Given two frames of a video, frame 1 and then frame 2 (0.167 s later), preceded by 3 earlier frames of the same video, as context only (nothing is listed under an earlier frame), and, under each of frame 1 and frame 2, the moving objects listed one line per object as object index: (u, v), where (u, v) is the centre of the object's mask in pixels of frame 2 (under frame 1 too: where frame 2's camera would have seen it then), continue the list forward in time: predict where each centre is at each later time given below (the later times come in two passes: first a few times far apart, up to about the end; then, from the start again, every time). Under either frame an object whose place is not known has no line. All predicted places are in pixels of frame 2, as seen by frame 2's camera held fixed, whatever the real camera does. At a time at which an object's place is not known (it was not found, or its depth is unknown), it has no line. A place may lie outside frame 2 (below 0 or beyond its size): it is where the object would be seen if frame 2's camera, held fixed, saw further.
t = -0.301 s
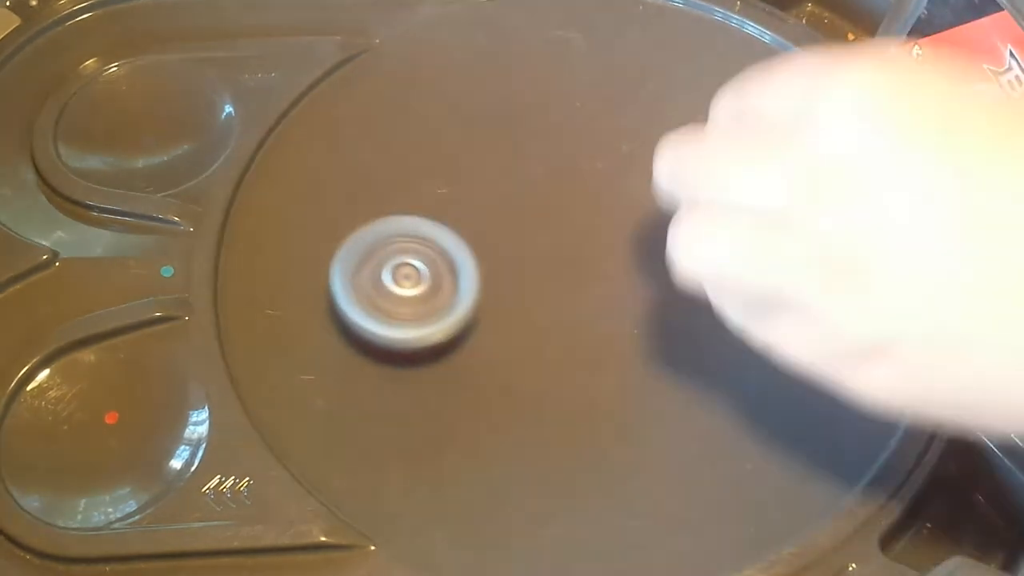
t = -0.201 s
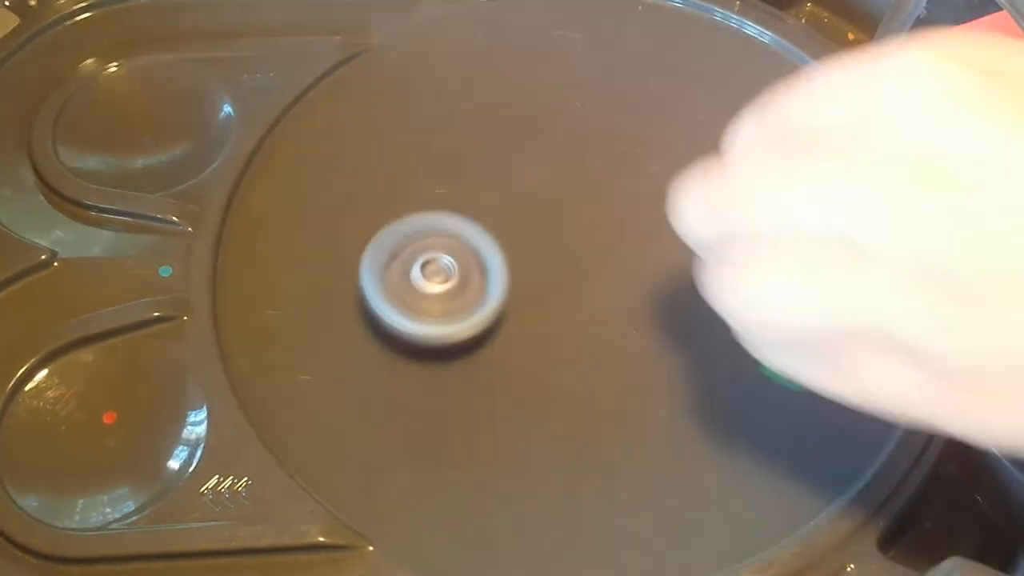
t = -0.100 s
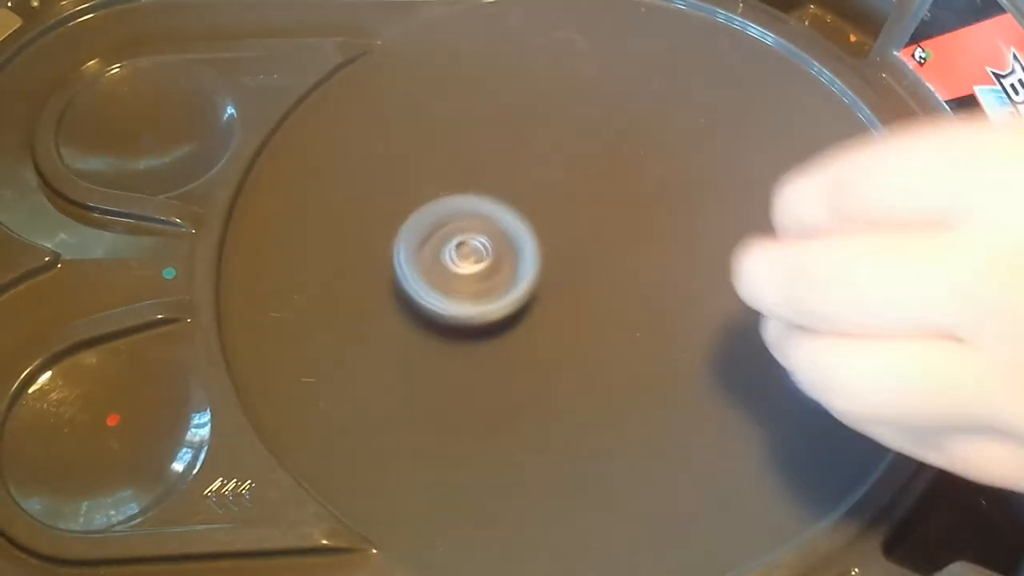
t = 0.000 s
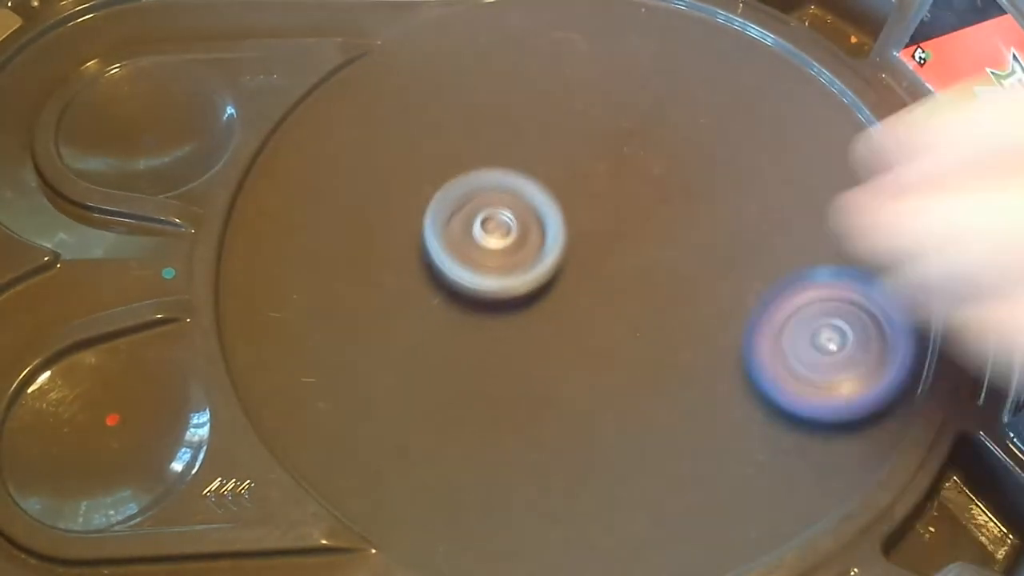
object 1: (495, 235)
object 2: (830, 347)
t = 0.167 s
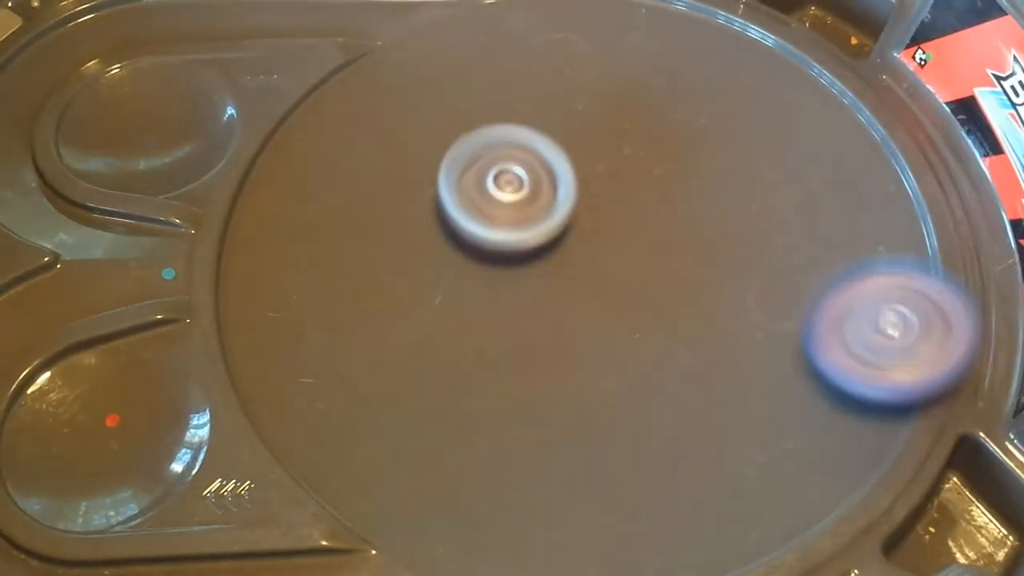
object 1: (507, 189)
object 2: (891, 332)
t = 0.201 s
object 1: (509, 184)
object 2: (885, 324)
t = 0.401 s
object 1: (524, 164)
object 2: (748, 306)
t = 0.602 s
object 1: (540, 159)
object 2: (560, 421)
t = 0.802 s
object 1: (561, 169)
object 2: (596, 520)
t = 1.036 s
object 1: (595, 188)
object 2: (619, 392)
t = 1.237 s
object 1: (626, 203)
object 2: (390, 271)
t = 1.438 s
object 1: (656, 228)
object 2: (275, 350)
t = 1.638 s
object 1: (667, 244)
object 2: (465, 337)
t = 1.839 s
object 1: (720, 262)
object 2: (453, 139)
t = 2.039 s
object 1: (745, 252)
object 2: (295, 114)
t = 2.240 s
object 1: (700, 246)
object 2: (399, 250)
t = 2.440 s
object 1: (768, 278)
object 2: (529, 178)
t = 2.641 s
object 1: (805, 258)
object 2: (467, 101)
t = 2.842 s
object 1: (759, 240)
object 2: (438, 179)
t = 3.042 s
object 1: (780, 281)
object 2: (495, 213)
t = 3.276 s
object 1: (876, 297)
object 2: (362, 220)
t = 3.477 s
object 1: (834, 289)
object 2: (432, 291)
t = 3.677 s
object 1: (729, 297)
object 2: (573, 242)
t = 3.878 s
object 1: (815, 400)
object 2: (482, 65)
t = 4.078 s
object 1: (798, 407)
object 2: (370, 77)
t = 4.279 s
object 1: (704, 375)
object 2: (451, 233)
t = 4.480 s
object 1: (692, 463)
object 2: (585, 154)
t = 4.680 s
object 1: (675, 457)
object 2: (528, 40)
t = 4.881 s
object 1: (618, 396)
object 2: (455, 79)
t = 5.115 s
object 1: (545, 364)
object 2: (568, 207)
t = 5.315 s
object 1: (516, 331)
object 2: (692, 183)
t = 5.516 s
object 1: (499, 278)
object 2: (713, 160)
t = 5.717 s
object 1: (496, 218)
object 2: (658, 201)
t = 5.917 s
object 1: (469, 164)
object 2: (673, 309)
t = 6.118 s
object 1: (466, 136)
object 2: (704, 361)
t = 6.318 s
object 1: (489, 142)
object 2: (665, 345)
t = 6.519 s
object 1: (530, 174)
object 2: (541, 313)
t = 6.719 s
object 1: (589, 197)
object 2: (412, 353)
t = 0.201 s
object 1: (509, 184)
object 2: (885, 324)
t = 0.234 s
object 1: (513, 180)
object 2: (879, 314)
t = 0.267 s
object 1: (516, 176)
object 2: (866, 308)
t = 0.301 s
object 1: (518, 172)
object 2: (844, 302)
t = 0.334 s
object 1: (520, 169)
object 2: (814, 300)
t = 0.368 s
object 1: (522, 166)
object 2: (782, 301)
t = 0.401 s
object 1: (524, 164)
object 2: (748, 306)
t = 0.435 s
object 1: (526, 161)
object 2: (712, 315)
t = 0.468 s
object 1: (528, 160)
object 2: (676, 329)
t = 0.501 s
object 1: (530, 160)
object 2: (640, 347)
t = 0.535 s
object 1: (533, 159)
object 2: (608, 369)
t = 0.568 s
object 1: (536, 158)
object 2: (580, 394)
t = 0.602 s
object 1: (540, 159)
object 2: (560, 421)
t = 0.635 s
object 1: (542, 160)
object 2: (545, 449)
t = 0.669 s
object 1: (546, 162)
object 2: (541, 477)
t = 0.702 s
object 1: (550, 163)
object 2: (547, 497)
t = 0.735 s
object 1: (554, 164)
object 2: (559, 509)
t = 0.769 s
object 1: (557, 166)
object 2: (575, 517)
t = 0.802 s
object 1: (561, 169)
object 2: (596, 520)
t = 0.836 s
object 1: (565, 171)
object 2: (616, 519)
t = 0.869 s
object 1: (570, 173)
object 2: (632, 513)
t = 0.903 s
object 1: (574, 176)
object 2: (644, 503)
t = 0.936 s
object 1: (579, 179)
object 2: (649, 481)
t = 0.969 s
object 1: (584, 182)
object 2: (645, 452)
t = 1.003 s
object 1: (589, 185)
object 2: (637, 424)
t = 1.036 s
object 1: (595, 188)
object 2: (619, 392)
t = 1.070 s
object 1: (600, 190)
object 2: (595, 363)
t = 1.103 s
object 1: (605, 193)
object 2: (564, 336)
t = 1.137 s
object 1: (611, 195)
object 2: (527, 312)
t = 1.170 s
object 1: (616, 198)
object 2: (485, 293)
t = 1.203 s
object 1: (621, 201)
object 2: (439, 278)
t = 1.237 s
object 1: (626, 203)
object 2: (390, 271)
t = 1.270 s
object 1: (631, 206)
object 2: (345, 270)
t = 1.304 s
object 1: (637, 210)
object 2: (303, 276)
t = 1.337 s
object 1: (643, 213)
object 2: (266, 292)
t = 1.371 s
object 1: (649, 218)
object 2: (244, 311)
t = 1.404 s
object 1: (654, 223)
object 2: (250, 329)
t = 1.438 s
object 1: (656, 228)
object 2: (275, 350)
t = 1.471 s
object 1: (658, 231)
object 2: (299, 364)
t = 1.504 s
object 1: (660, 234)
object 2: (327, 371)
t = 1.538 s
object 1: (662, 236)
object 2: (358, 374)
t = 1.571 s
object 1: (664, 239)
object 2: (396, 369)
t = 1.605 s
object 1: (665, 241)
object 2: (431, 356)
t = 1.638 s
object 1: (667, 244)
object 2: (465, 337)
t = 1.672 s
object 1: (668, 247)
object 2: (494, 311)
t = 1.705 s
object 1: (669, 250)
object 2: (513, 279)
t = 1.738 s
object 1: (683, 255)
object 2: (511, 242)
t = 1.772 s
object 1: (699, 259)
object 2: (497, 205)
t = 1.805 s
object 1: (710, 262)
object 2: (479, 171)
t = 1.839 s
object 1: (720, 262)
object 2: (453, 139)
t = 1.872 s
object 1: (728, 262)
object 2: (424, 114)
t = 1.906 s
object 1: (735, 261)
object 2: (393, 98)
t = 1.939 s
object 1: (740, 259)
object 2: (358, 87)
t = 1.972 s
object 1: (743, 257)
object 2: (325, 84)
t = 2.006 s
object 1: (745, 254)
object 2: (305, 94)
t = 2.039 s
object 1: (745, 252)
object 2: (295, 114)
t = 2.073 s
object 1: (742, 249)
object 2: (289, 135)
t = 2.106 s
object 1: (737, 247)
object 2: (292, 157)
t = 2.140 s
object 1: (730, 245)
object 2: (305, 184)
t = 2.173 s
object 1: (721, 244)
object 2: (324, 207)
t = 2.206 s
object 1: (711, 244)
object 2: (359, 233)
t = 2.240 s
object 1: (700, 246)
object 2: (399, 250)
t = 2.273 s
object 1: (688, 248)
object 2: (448, 261)
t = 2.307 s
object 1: (676, 251)
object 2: (496, 261)
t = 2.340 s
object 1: (690, 259)
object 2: (521, 245)
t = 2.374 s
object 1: (726, 271)
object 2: (523, 221)
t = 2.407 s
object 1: (753, 277)
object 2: (527, 200)
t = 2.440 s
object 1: (768, 278)
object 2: (529, 178)
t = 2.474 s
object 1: (779, 277)
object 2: (526, 158)
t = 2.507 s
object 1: (788, 274)
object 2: (520, 140)
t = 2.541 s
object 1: (796, 270)
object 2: (510, 123)
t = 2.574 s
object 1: (800, 266)
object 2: (498, 112)
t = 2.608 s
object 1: (804, 262)
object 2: (483, 104)
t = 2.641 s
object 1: (805, 258)
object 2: (467, 101)
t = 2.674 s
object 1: (804, 254)
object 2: (451, 103)
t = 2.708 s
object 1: (801, 250)
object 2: (437, 110)
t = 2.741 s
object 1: (794, 247)
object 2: (427, 124)
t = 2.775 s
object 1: (785, 243)
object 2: (424, 141)
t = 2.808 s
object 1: (773, 241)
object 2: (428, 159)
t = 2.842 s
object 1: (759, 240)
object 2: (438, 179)
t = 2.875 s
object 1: (744, 239)
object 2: (454, 198)
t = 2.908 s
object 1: (728, 240)
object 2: (477, 215)
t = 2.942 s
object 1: (711, 242)
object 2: (502, 228)
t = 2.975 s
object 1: (699, 246)
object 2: (529, 236)
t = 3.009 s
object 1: (730, 262)
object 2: (521, 226)
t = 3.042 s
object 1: (780, 281)
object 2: (495, 213)
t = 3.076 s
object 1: (815, 295)
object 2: (470, 202)
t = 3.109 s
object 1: (834, 301)
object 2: (447, 196)
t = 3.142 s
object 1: (849, 302)
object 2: (425, 193)
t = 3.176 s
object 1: (860, 302)
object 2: (403, 194)
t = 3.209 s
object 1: (867, 301)
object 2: (386, 199)
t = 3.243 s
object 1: (873, 299)
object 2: (372, 209)
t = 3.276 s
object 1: (876, 297)
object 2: (362, 220)
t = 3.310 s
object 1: (876, 296)
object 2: (360, 234)
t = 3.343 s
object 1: (874, 294)
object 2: (363, 248)
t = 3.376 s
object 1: (869, 292)
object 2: (373, 261)
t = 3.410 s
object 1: (861, 292)
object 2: (387, 275)
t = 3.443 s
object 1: (849, 290)
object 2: (407, 284)
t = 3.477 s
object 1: (834, 289)
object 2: (432, 291)
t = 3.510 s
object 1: (818, 289)
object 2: (459, 293)
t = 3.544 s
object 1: (799, 288)
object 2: (487, 290)
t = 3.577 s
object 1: (779, 287)
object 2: (513, 283)
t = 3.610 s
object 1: (759, 287)
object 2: (538, 273)
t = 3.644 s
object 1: (737, 286)
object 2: (559, 261)
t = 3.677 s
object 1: (729, 297)
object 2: (573, 242)
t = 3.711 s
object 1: (756, 326)
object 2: (563, 199)
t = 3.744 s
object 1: (780, 358)
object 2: (554, 166)
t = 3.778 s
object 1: (797, 380)
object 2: (542, 133)
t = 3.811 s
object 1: (805, 390)
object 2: (524, 106)
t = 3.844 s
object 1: (811, 397)
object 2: (505, 83)
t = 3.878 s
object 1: (815, 400)
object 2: (482, 65)
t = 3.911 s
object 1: (818, 402)
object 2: (457, 56)
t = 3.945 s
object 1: (818, 405)
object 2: (435, 51)
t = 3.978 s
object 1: (817, 408)
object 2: (415, 51)
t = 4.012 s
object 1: (812, 409)
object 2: (396, 54)
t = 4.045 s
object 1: (807, 409)
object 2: (381, 64)
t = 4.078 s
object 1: (798, 407)
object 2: (370, 77)
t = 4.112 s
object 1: (787, 404)
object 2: (364, 98)
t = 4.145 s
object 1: (773, 400)
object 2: (366, 125)
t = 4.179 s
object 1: (758, 395)
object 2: (372, 151)
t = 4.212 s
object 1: (742, 389)
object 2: (389, 181)
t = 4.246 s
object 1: (723, 383)
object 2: (415, 208)
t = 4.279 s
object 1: (704, 375)
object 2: (451, 233)
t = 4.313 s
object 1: (684, 368)
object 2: (487, 250)
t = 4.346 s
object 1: (666, 361)
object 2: (529, 264)
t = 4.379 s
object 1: (676, 386)
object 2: (557, 247)
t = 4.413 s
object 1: (688, 425)
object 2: (571, 214)
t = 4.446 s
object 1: (693, 451)
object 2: (581, 185)
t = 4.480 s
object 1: (692, 463)
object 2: (585, 154)
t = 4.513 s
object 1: (693, 469)
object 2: (583, 124)
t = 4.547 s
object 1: (692, 471)
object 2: (580, 96)
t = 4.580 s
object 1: (690, 470)
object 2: (572, 73)
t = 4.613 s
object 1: (688, 467)
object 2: (558, 54)
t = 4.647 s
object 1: (683, 463)
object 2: (543, 45)
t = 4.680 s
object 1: (675, 457)
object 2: (528, 40)
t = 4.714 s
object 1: (667, 448)
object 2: (511, 38)
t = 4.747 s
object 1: (658, 439)
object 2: (496, 39)
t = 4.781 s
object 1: (649, 429)
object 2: (482, 42)
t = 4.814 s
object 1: (639, 419)
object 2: (470, 50)
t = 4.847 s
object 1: (628, 408)
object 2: (461, 61)
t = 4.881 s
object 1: (618, 396)
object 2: (455, 79)
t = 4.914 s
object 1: (607, 381)
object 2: (454, 105)
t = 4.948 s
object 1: (596, 369)
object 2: (459, 134)
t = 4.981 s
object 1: (585, 355)
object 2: (472, 164)
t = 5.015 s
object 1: (574, 342)
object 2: (492, 193)
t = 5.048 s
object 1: (564, 340)
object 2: (514, 209)
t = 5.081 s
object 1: (555, 356)
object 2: (542, 207)
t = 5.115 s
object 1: (545, 364)
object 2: (568, 207)
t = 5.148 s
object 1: (536, 364)
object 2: (593, 207)
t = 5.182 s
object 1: (531, 359)
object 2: (618, 205)
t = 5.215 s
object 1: (528, 353)
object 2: (641, 201)
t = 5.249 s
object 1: (523, 347)
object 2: (660, 196)
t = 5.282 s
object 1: (520, 339)
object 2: (679, 190)
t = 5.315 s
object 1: (516, 331)
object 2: (692, 183)
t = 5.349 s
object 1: (513, 324)
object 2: (703, 178)
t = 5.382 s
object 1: (509, 315)
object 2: (713, 170)
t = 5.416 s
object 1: (506, 306)
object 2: (716, 165)
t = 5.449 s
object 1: (504, 297)
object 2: (717, 162)
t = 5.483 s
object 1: (502, 287)
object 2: (717, 161)
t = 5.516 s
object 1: (499, 278)
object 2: (713, 160)
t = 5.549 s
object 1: (497, 268)
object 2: (710, 161)
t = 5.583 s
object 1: (496, 257)
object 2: (703, 164)
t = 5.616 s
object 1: (496, 247)
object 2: (694, 170)
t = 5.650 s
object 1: (495, 237)
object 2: (684, 178)
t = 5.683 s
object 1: (496, 227)
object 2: (670, 188)
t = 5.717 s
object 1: (496, 218)
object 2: (658, 201)
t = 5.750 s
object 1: (497, 209)
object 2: (648, 215)
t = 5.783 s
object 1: (488, 197)
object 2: (648, 234)
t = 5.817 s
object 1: (479, 188)
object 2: (652, 253)
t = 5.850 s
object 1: (475, 179)
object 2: (658, 273)
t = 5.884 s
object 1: (472, 171)
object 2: (665, 292)
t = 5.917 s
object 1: (469, 164)
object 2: (673, 309)
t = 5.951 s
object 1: (467, 158)
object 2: (681, 325)
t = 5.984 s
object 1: (465, 152)
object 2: (687, 337)
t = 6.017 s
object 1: (464, 148)
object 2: (696, 348)
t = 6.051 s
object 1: (464, 142)
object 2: (699, 354)
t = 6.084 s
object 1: (465, 139)
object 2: (703, 359)
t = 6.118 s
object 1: (466, 136)
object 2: (704, 361)
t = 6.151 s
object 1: (468, 135)
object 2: (704, 361)
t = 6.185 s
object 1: (470, 135)
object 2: (703, 360)
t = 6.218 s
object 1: (473, 134)
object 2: (698, 359)
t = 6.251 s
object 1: (478, 136)
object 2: (691, 354)
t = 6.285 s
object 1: (483, 139)
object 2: (679, 350)
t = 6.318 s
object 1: (489, 142)
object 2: (665, 345)
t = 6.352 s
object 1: (495, 146)
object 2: (649, 338)
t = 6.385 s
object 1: (501, 149)
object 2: (632, 333)
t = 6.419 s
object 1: (508, 155)
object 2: (608, 326)
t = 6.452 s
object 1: (515, 161)
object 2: (587, 321)
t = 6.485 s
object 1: (522, 168)
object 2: (565, 316)
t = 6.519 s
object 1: (530, 174)
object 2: (541, 313)
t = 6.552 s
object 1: (540, 178)
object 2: (516, 314)
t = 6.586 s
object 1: (552, 178)
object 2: (491, 320)
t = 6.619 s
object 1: (562, 182)
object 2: (465, 329)
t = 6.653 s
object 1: (571, 186)
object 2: (446, 336)
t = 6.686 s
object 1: (580, 191)
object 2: (426, 345)
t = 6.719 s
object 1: (589, 197)
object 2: (412, 353)
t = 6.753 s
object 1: (597, 202)
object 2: (402, 360)
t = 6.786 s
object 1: (606, 210)
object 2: (396, 367)
